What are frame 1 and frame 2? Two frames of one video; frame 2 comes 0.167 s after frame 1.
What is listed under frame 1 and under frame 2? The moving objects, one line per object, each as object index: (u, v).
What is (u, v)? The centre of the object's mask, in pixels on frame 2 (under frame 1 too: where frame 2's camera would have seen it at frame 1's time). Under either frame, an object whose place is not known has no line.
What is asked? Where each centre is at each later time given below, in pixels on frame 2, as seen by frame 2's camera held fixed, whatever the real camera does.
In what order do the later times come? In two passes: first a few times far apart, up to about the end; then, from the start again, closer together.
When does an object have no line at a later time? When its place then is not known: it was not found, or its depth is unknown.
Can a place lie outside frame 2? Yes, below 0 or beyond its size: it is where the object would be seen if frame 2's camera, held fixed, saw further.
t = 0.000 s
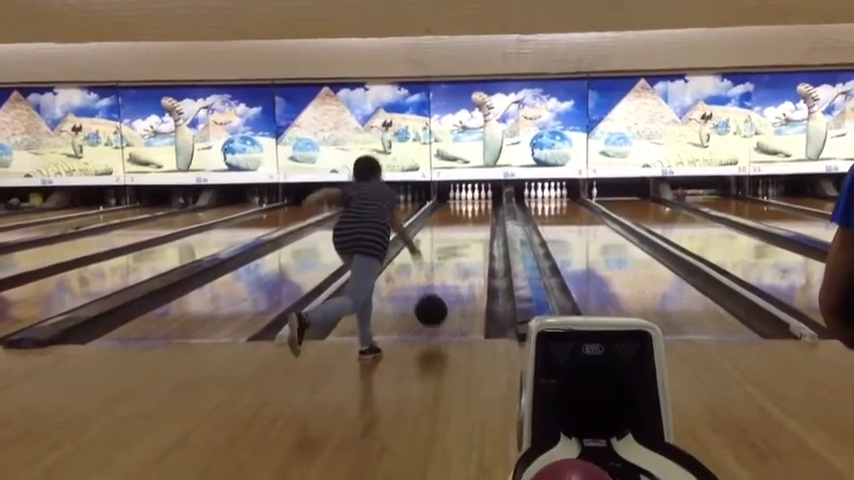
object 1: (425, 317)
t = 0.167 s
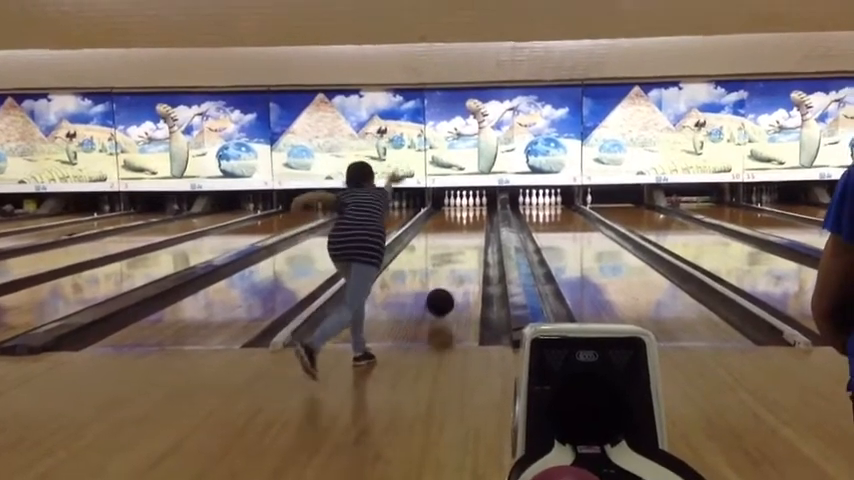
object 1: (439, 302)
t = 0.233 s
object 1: (444, 299)
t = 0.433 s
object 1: (456, 281)
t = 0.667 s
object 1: (466, 265)
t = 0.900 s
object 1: (474, 253)
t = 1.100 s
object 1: (479, 246)
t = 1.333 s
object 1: (485, 237)
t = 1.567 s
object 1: (492, 234)
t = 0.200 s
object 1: (442, 300)
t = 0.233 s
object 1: (444, 299)
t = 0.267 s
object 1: (446, 296)
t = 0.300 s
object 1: (449, 293)
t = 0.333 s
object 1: (450, 290)
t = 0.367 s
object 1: (452, 286)
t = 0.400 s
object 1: (454, 283)
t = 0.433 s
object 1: (456, 281)
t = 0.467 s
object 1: (457, 278)
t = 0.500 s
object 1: (459, 276)
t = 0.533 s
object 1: (461, 273)
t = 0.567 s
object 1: (462, 271)
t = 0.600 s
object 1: (463, 269)
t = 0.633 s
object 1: (465, 267)
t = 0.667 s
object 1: (466, 265)
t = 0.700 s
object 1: (467, 263)
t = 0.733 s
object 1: (468, 262)
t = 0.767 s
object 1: (469, 259)
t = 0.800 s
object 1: (471, 257)
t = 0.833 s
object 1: (472, 256)
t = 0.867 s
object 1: (473, 255)
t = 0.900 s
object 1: (474, 253)
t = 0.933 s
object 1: (475, 252)
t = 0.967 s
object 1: (476, 250)
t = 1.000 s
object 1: (477, 249)
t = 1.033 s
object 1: (478, 248)
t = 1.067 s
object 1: (478, 247)
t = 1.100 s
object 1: (479, 246)
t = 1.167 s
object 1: (480, 243)
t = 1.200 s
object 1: (481, 242)
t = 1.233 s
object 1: (482, 241)
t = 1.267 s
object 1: (483, 240)
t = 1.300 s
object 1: (484, 238)
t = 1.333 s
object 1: (485, 237)
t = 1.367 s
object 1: (485, 236)
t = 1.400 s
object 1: (485, 236)
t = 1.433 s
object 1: (486, 236)
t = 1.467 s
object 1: (488, 235)
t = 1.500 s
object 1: (489, 235)
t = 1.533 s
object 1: (490, 234)
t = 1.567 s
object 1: (492, 234)
